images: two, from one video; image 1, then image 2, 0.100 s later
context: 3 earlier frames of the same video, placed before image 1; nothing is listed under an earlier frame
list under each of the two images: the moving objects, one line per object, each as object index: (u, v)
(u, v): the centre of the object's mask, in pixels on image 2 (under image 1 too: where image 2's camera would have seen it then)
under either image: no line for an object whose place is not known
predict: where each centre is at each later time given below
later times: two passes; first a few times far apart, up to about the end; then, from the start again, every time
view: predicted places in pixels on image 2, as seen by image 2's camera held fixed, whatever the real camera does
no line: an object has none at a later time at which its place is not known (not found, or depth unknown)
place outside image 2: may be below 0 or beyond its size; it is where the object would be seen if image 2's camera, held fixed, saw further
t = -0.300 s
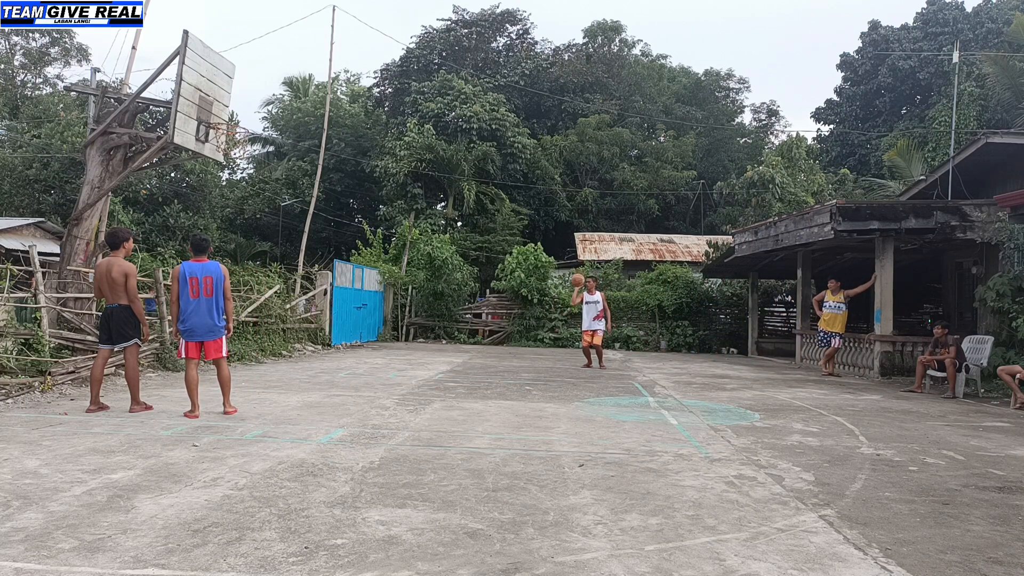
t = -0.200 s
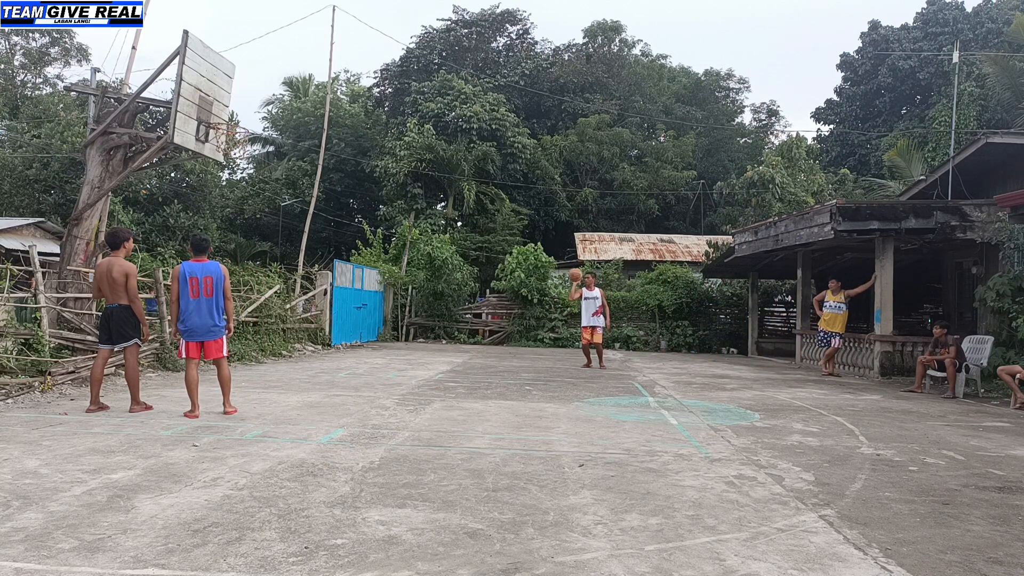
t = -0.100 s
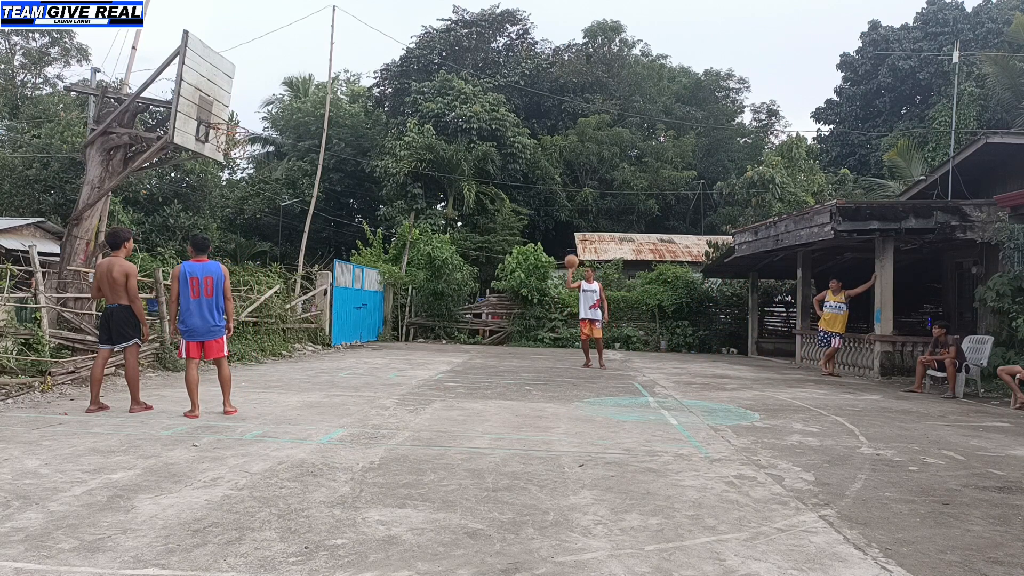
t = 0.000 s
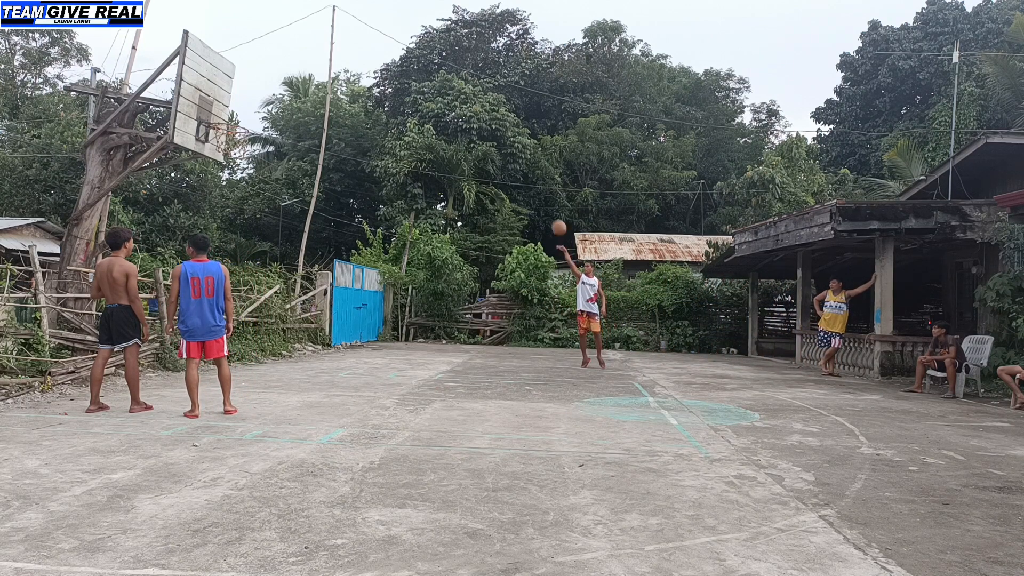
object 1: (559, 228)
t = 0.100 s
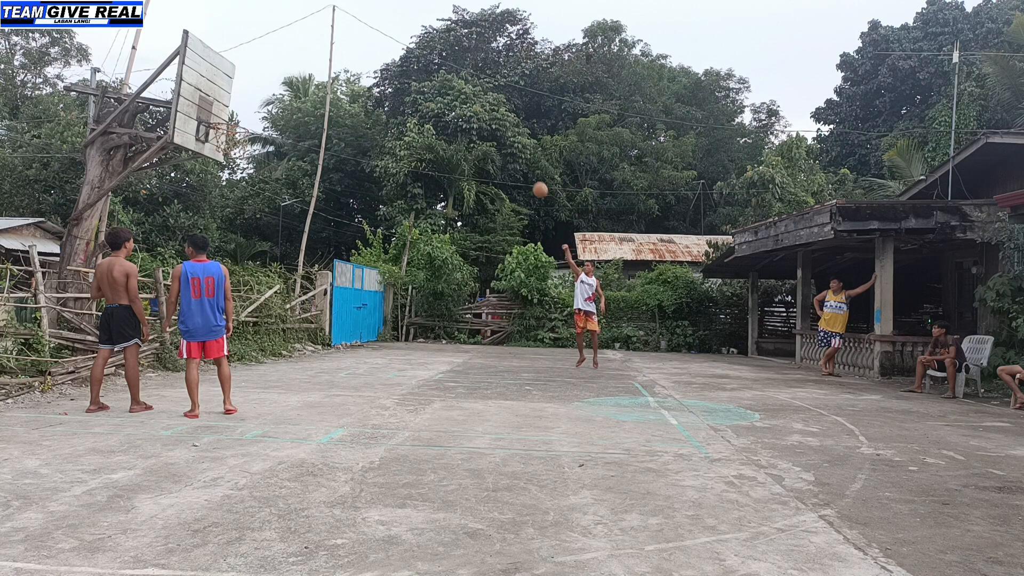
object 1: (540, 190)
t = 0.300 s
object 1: (500, 127)
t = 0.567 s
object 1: (438, 71)
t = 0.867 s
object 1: (353, 57)
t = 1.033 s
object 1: (297, 78)
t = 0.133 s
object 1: (534, 178)
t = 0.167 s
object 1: (527, 167)
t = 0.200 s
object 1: (520, 156)
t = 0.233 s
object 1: (514, 146)
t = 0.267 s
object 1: (507, 137)
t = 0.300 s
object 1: (500, 127)
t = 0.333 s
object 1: (493, 119)
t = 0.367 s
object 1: (486, 110)
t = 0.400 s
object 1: (478, 102)
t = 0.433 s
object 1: (470, 95)
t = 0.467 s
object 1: (463, 89)
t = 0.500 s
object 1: (455, 82)
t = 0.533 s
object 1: (447, 76)
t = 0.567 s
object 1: (438, 71)
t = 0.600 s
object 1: (430, 67)
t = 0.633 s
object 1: (421, 64)
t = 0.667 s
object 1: (412, 60)
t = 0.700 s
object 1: (404, 58)
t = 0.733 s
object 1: (394, 56)
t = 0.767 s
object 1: (384, 56)
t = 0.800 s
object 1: (374, 55)
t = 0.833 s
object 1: (364, 56)
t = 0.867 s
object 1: (353, 57)
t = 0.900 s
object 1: (343, 60)
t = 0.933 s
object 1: (332, 63)
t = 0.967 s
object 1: (320, 67)
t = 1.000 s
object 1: (308, 72)
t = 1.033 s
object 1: (297, 78)
